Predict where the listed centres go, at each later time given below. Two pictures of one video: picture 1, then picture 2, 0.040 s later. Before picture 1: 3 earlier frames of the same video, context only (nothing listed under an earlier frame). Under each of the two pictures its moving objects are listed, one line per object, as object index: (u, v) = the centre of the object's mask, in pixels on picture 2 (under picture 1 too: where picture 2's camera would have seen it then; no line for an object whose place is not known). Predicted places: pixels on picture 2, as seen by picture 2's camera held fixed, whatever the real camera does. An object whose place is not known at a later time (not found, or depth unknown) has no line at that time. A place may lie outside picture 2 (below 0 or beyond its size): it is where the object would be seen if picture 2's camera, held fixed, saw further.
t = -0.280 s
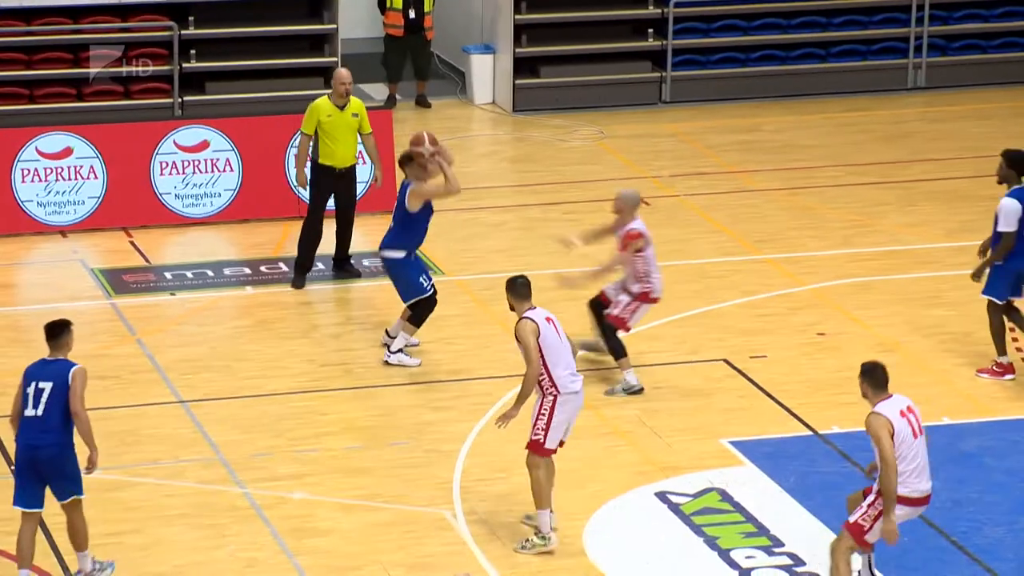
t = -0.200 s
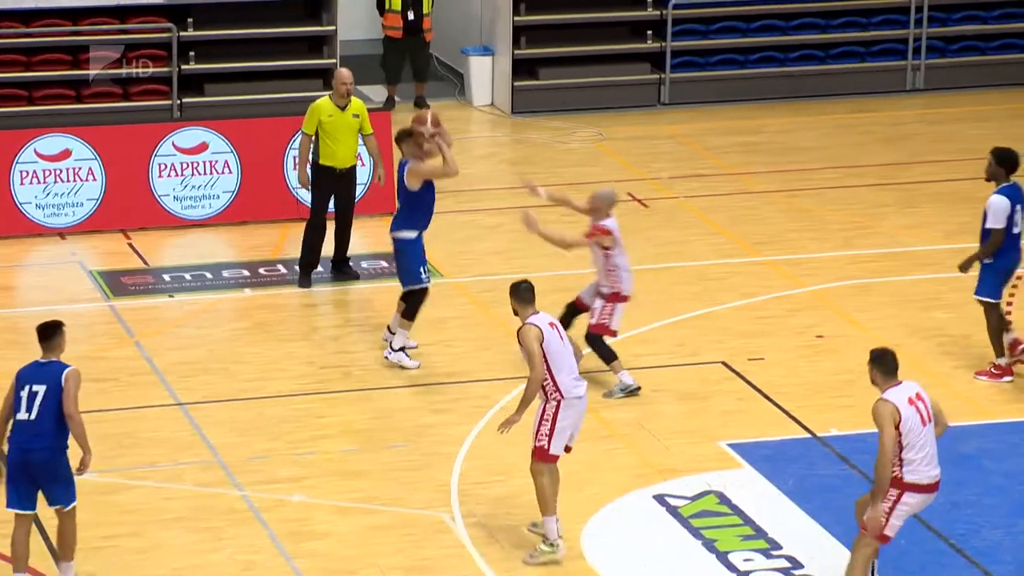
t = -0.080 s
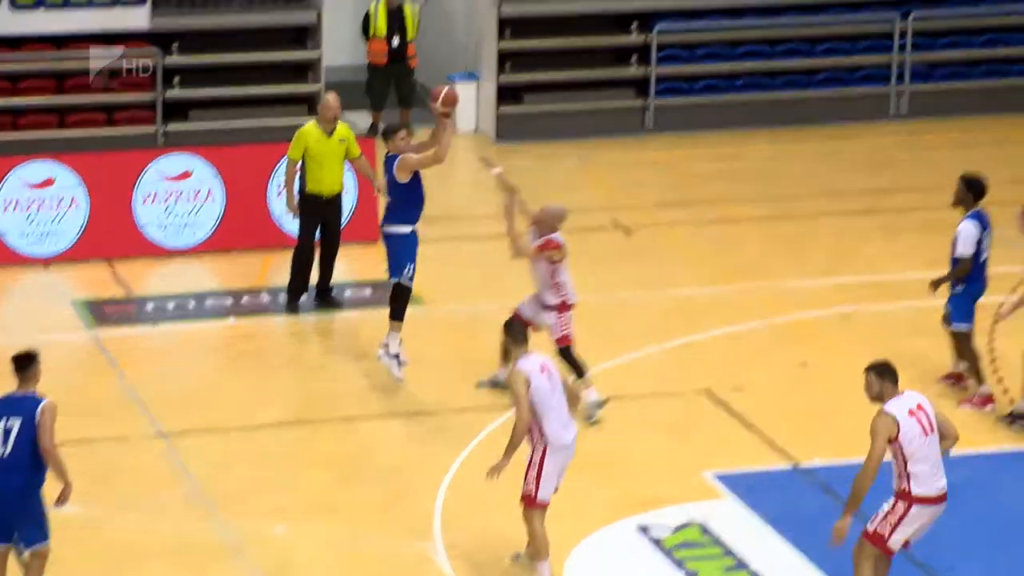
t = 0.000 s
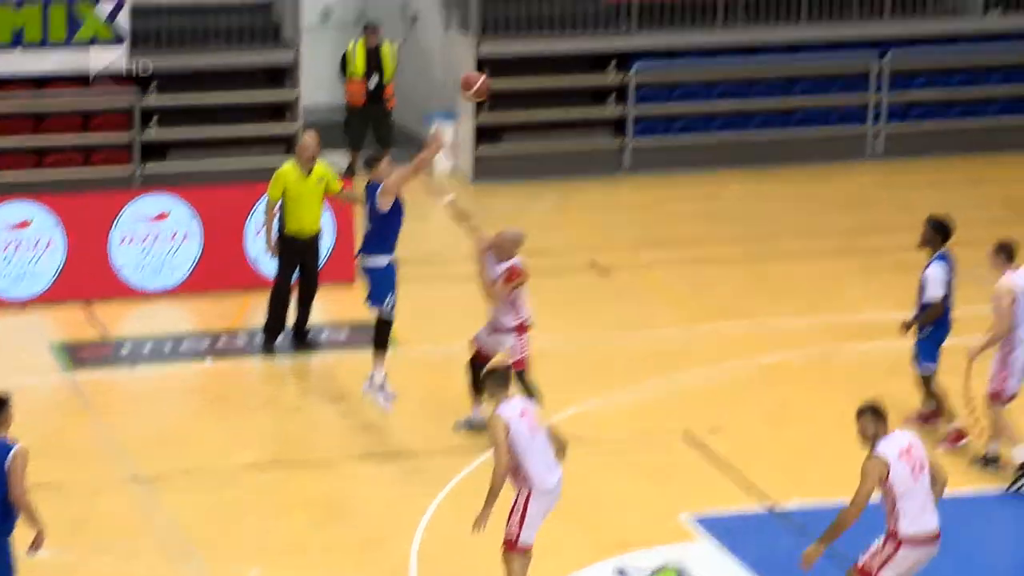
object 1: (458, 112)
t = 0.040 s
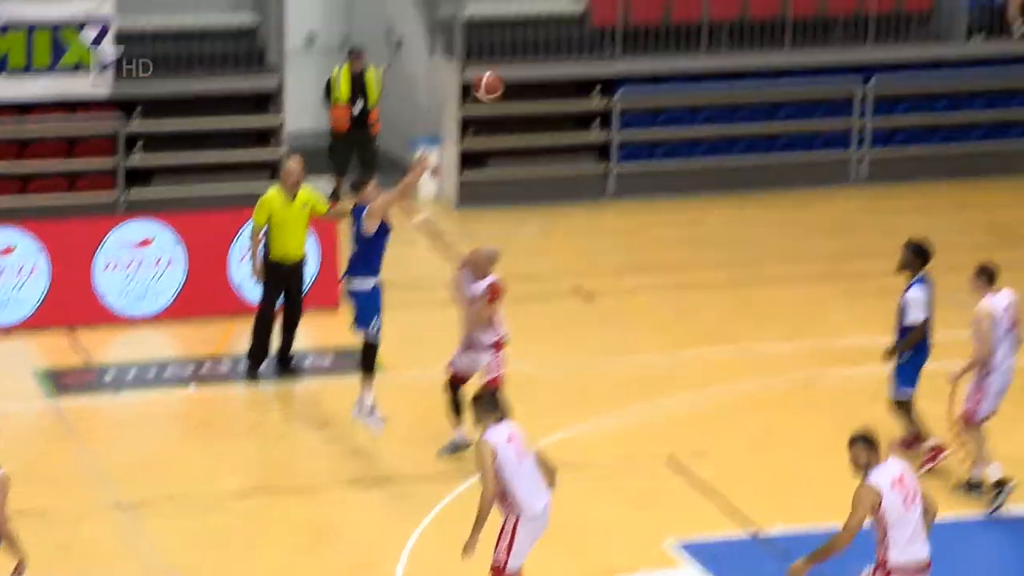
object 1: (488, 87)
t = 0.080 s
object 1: (517, 60)
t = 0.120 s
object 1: (546, 40)
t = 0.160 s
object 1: (576, 19)
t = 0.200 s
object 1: (605, -1)
